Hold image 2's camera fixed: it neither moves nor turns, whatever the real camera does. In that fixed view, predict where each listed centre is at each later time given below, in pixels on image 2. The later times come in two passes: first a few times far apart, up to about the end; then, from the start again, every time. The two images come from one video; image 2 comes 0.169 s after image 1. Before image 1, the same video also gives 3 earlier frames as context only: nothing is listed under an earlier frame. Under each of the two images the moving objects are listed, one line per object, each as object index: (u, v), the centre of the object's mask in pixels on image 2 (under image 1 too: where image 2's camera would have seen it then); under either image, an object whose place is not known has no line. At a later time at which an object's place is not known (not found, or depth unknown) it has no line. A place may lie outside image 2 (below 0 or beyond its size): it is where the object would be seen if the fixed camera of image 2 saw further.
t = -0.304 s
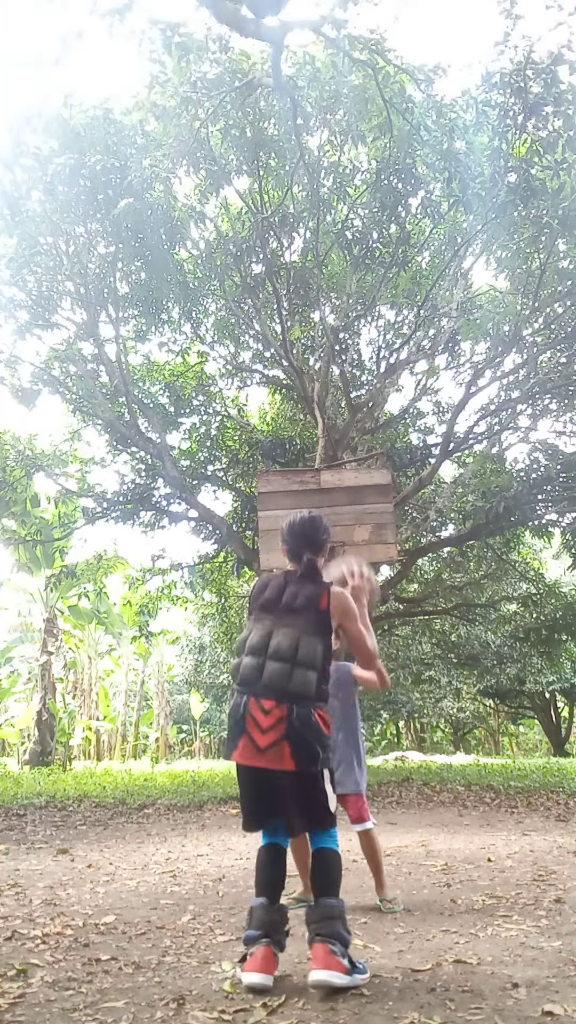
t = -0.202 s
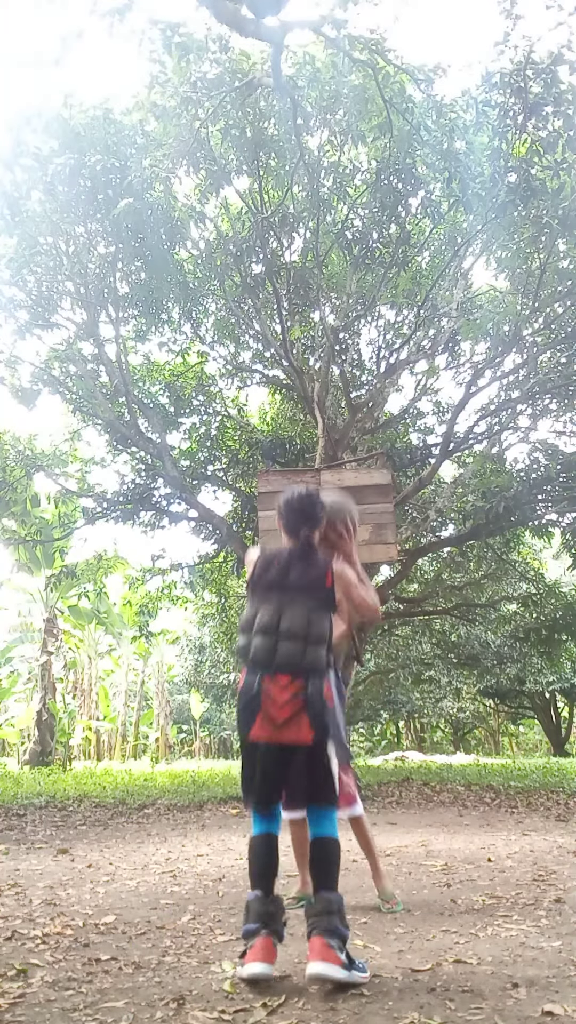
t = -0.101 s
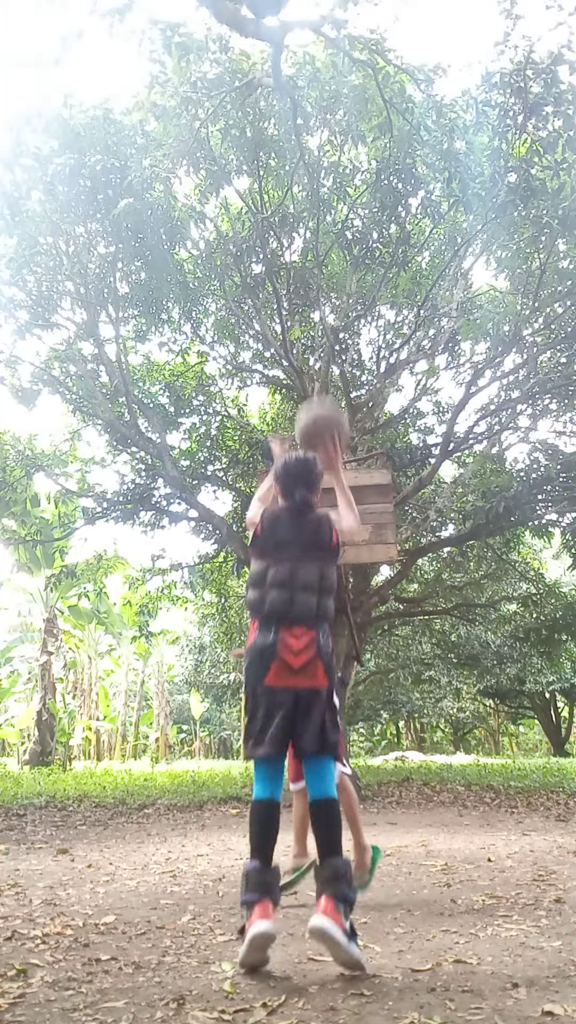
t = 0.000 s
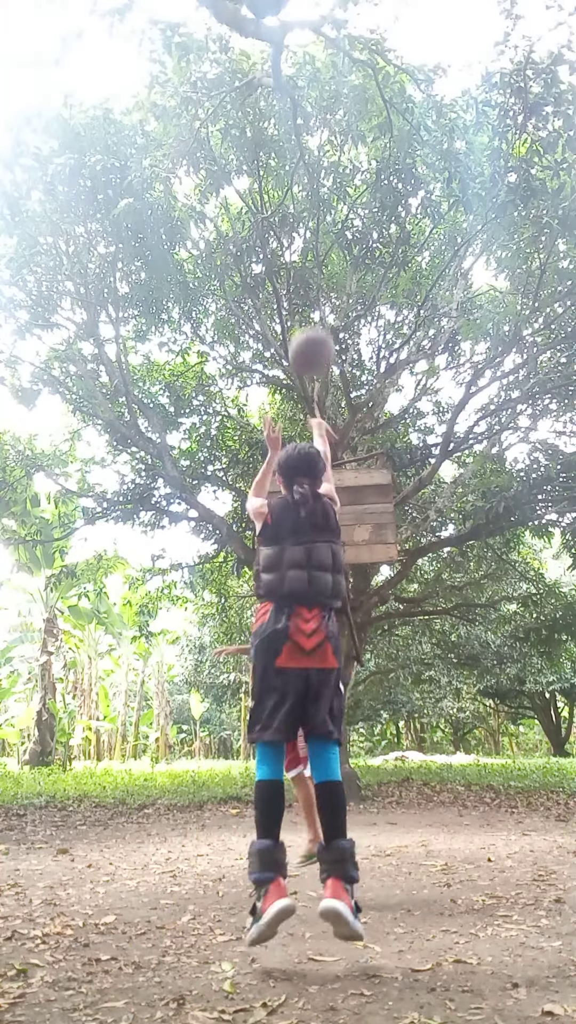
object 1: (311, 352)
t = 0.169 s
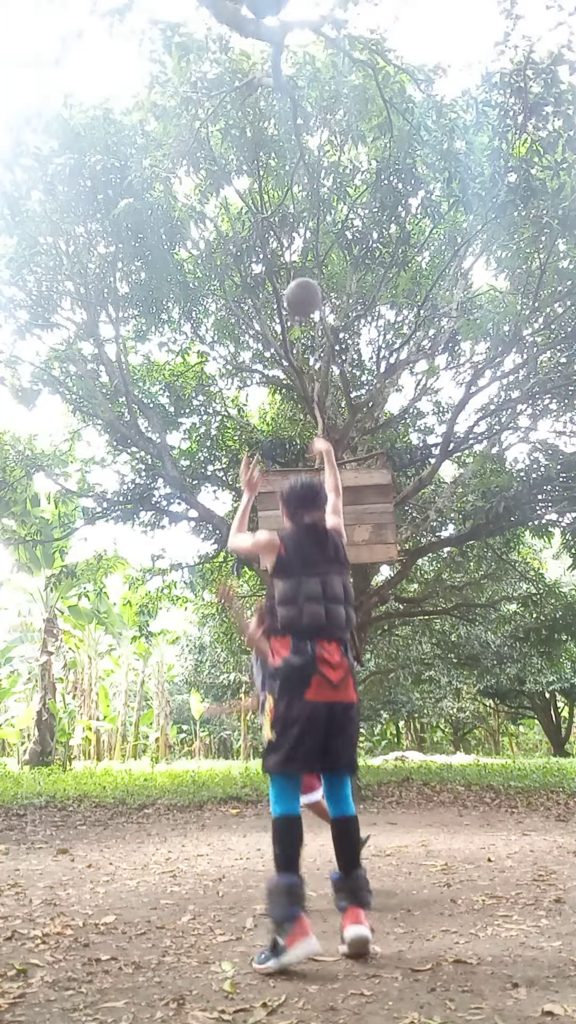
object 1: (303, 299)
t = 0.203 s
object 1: (302, 297)
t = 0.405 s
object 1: (300, 302)
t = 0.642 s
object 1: (303, 355)
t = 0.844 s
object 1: (308, 431)
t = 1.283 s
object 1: (333, 462)
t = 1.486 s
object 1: (353, 428)
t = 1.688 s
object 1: (377, 422)
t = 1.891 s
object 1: (406, 454)
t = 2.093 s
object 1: (439, 522)
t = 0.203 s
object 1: (302, 297)
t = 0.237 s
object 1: (302, 293)
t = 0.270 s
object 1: (301, 293)
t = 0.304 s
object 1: (301, 293)
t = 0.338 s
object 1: (300, 294)
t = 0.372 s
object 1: (300, 299)
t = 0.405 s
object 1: (300, 302)
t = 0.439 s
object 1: (300, 307)
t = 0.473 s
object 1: (302, 312)
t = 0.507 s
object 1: (301, 319)
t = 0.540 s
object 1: (301, 327)
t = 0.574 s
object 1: (302, 335)
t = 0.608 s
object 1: (302, 345)
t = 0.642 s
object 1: (303, 355)
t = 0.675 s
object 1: (303, 365)
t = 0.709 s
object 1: (304, 379)
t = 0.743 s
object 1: (305, 389)
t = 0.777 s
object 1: (307, 403)
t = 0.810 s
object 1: (308, 415)
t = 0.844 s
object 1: (308, 431)
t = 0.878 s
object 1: (309, 448)
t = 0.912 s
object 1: (310, 461)
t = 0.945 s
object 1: (311, 477)
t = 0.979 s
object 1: (311, 494)
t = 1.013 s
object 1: (313, 508)
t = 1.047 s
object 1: (313, 529)
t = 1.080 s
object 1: (314, 537)
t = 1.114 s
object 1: (317, 524)
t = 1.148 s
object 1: (322, 506)
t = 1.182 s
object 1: (324, 497)
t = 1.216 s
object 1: (327, 484)
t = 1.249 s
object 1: (330, 473)
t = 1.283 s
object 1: (333, 462)
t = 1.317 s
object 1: (337, 455)
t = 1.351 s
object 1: (340, 448)
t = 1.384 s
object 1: (343, 441)
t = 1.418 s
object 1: (347, 437)
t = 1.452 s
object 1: (348, 434)
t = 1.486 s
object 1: (353, 428)
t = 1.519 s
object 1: (358, 423)
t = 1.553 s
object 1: (362, 421)
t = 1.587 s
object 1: (365, 420)
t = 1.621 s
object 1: (369, 419)
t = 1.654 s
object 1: (373, 420)
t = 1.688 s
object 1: (377, 422)
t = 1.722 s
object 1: (383, 423)
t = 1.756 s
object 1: (386, 429)
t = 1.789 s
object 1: (391, 432)
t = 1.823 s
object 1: (396, 438)
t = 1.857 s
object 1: (400, 445)
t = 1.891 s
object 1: (406, 454)
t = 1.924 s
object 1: (412, 461)
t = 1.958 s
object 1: (418, 473)
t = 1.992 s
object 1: (422, 482)
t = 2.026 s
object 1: (427, 496)
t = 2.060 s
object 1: (435, 507)
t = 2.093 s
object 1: (439, 522)
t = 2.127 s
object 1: (448, 541)
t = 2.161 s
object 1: (455, 560)
